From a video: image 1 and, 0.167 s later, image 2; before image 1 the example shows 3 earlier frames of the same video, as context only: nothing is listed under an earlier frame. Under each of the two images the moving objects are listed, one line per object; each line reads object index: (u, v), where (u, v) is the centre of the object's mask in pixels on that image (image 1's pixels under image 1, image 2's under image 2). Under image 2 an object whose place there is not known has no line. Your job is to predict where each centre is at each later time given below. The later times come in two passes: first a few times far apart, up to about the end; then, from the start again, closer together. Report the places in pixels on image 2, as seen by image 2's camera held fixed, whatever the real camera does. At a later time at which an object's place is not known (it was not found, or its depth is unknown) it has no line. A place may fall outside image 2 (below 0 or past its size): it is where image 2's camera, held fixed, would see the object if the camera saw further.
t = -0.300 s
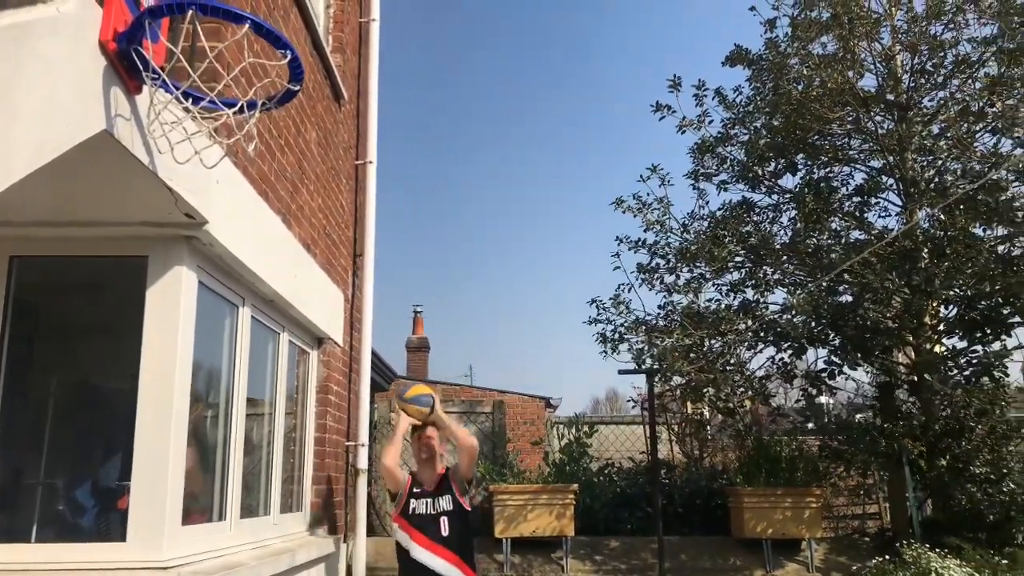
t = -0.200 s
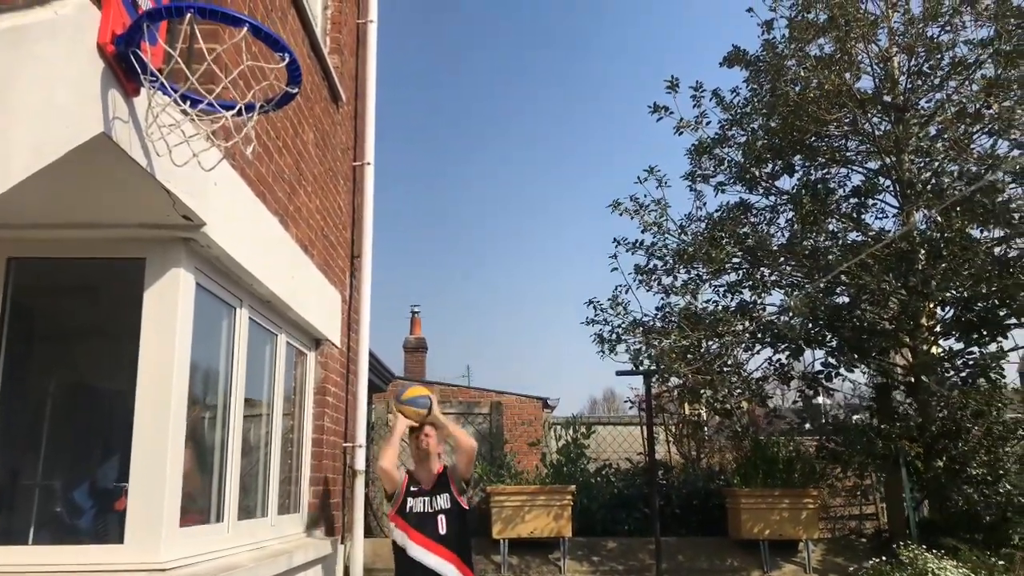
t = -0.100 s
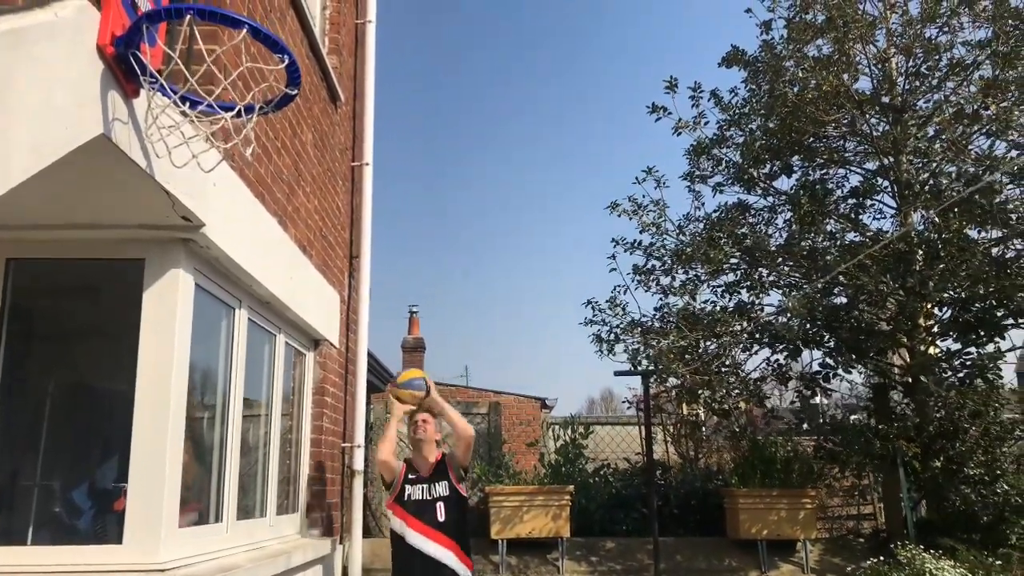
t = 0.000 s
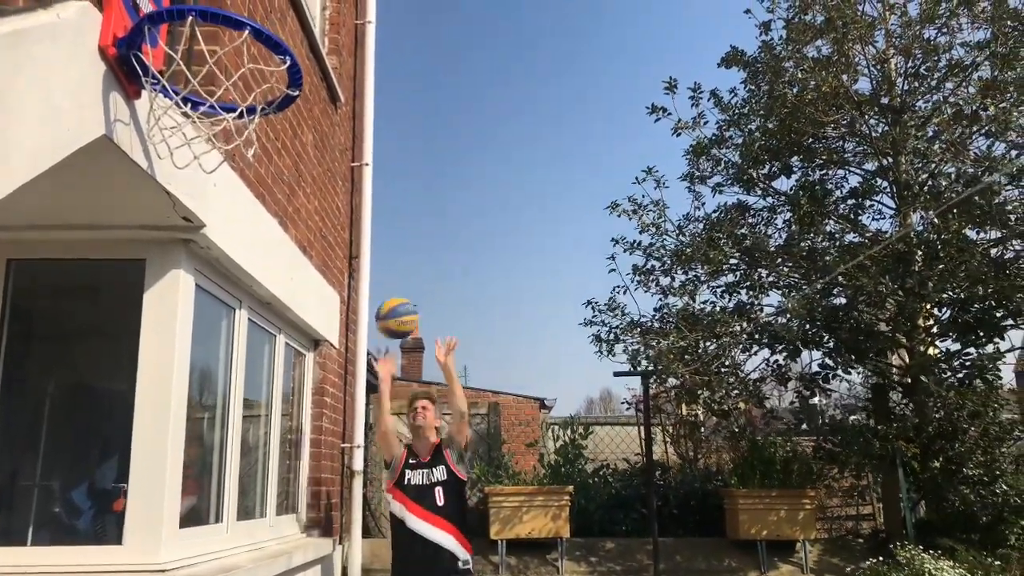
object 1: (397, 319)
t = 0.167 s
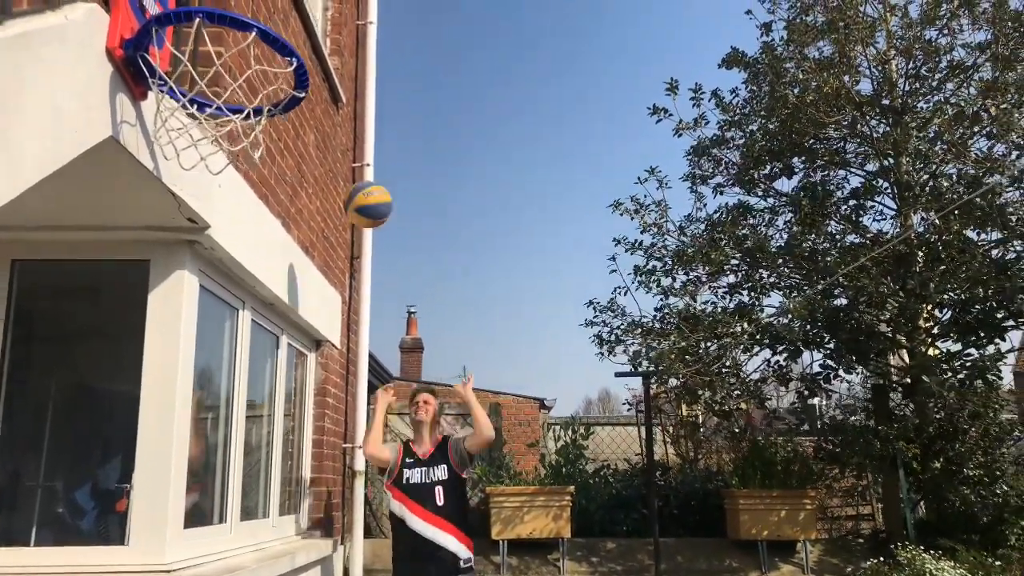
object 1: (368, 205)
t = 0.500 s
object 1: (263, 73)
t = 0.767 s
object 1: (194, 42)
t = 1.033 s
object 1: (239, 91)
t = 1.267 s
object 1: (292, 346)
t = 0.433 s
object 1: (290, 84)
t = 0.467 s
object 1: (272, 77)
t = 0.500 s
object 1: (263, 73)
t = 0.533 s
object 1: (253, 68)
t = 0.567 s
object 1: (234, 67)
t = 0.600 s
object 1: (218, 68)
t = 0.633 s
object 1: (201, 62)
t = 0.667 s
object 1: (196, 52)
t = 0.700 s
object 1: (194, 46)
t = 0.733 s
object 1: (195, 46)
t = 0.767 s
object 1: (194, 42)
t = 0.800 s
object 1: (193, 39)
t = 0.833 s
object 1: (192, 43)
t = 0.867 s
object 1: (197, 47)
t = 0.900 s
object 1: (199, 51)
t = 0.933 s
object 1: (208, 54)
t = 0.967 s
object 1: (219, 58)
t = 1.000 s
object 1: (232, 73)
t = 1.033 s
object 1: (239, 91)
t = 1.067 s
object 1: (248, 116)
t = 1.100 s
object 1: (256, 139)
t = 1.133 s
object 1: (263, 169)
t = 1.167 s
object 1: (271, 206)
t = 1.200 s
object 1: (278, 247)
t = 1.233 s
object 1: (285, 294)
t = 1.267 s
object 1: (292, 346)
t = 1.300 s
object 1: (298, 405)
